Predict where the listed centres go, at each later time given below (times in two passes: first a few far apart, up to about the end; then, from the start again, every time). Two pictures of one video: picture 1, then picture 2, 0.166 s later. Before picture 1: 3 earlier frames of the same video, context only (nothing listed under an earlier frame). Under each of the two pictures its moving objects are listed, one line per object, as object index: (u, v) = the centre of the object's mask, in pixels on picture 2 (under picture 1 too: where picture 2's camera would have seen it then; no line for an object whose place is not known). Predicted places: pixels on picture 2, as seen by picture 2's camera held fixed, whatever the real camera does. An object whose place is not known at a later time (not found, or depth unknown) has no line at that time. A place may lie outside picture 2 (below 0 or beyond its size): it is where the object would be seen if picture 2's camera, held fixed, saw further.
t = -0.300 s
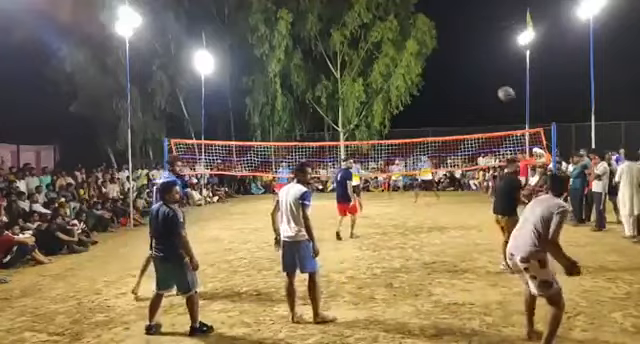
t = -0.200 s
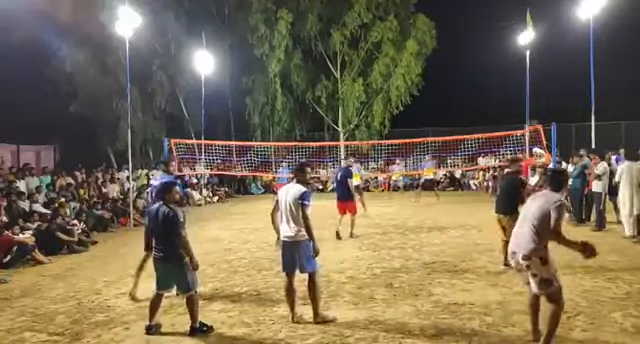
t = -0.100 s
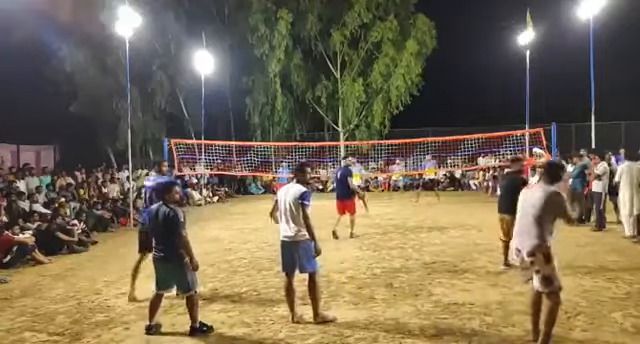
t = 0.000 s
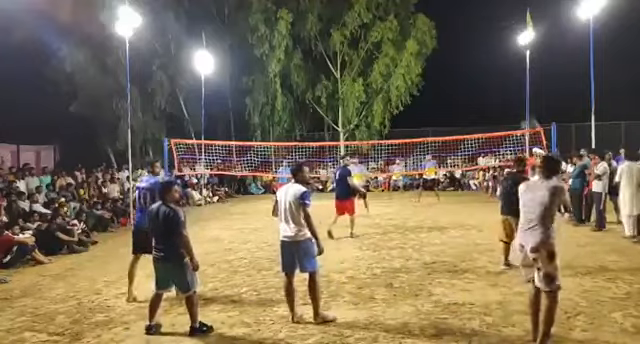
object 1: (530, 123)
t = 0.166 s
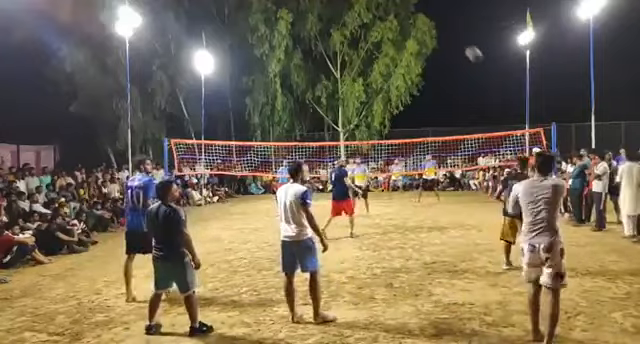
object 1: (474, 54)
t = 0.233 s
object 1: (456, 37)
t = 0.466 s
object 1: (415, 11)
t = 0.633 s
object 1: (394, 14)
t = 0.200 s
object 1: (465, 45)
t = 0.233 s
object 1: (456, 37)
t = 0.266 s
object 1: (449, 31)
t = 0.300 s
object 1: (442, 25)
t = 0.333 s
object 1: (437, 21)
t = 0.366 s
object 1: (432, 17)
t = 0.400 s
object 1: (425, 15)
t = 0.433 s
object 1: (420, 12)
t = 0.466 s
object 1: (415, 11)
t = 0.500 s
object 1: (410, 11)
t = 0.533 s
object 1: (406, 11)
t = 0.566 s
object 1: (402, 11)
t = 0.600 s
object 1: (398, 12)
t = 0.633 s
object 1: (394, 14)
